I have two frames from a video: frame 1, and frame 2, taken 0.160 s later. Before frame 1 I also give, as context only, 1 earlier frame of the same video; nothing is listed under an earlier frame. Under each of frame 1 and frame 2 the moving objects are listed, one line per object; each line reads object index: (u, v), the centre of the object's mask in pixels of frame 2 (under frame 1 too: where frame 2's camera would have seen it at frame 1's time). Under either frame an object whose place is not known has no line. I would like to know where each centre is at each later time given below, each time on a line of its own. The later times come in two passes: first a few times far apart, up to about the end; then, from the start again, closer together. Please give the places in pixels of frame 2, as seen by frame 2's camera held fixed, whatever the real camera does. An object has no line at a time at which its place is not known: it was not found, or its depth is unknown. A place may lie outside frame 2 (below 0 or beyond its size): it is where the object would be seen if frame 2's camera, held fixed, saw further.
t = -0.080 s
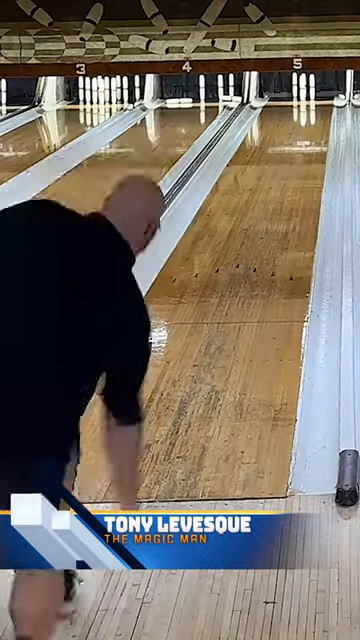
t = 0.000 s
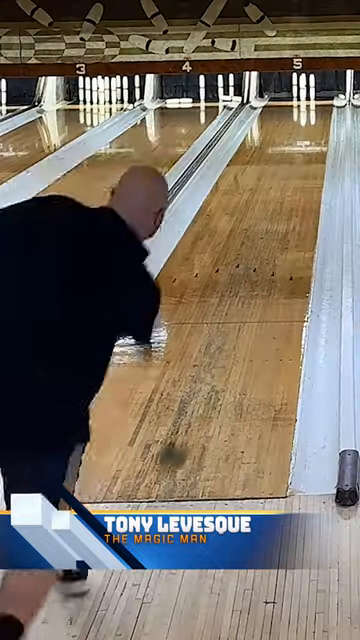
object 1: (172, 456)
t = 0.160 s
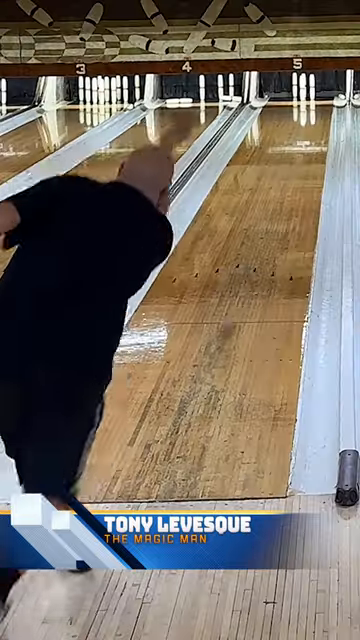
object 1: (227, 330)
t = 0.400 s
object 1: (262, 226)
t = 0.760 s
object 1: (286, 146)
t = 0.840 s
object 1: (289, 135)
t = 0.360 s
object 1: (257, 238)
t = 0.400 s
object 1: (262, 226)
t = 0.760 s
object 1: (286, 146)
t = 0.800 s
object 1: (287, 140)
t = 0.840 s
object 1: (289, 135)
